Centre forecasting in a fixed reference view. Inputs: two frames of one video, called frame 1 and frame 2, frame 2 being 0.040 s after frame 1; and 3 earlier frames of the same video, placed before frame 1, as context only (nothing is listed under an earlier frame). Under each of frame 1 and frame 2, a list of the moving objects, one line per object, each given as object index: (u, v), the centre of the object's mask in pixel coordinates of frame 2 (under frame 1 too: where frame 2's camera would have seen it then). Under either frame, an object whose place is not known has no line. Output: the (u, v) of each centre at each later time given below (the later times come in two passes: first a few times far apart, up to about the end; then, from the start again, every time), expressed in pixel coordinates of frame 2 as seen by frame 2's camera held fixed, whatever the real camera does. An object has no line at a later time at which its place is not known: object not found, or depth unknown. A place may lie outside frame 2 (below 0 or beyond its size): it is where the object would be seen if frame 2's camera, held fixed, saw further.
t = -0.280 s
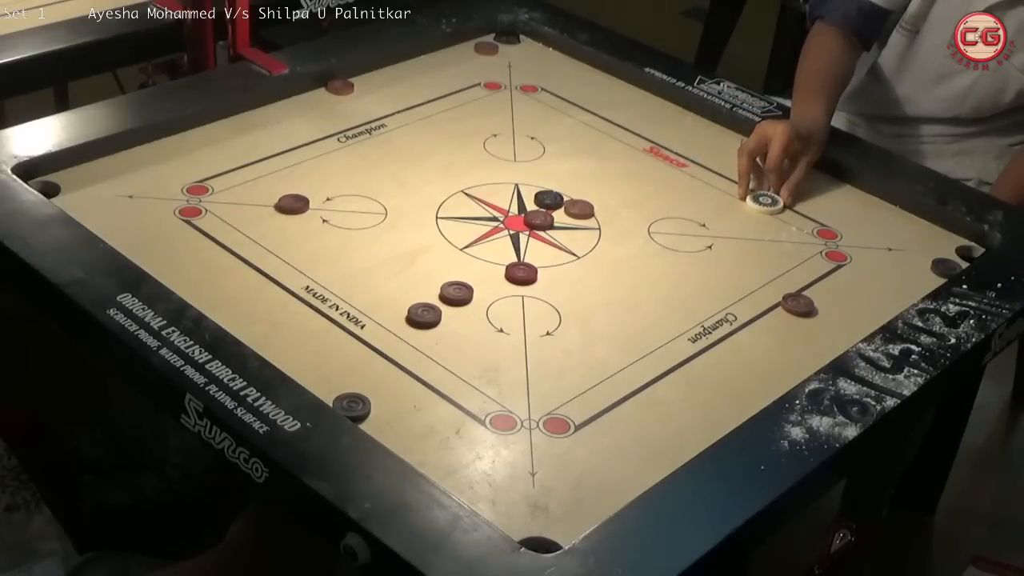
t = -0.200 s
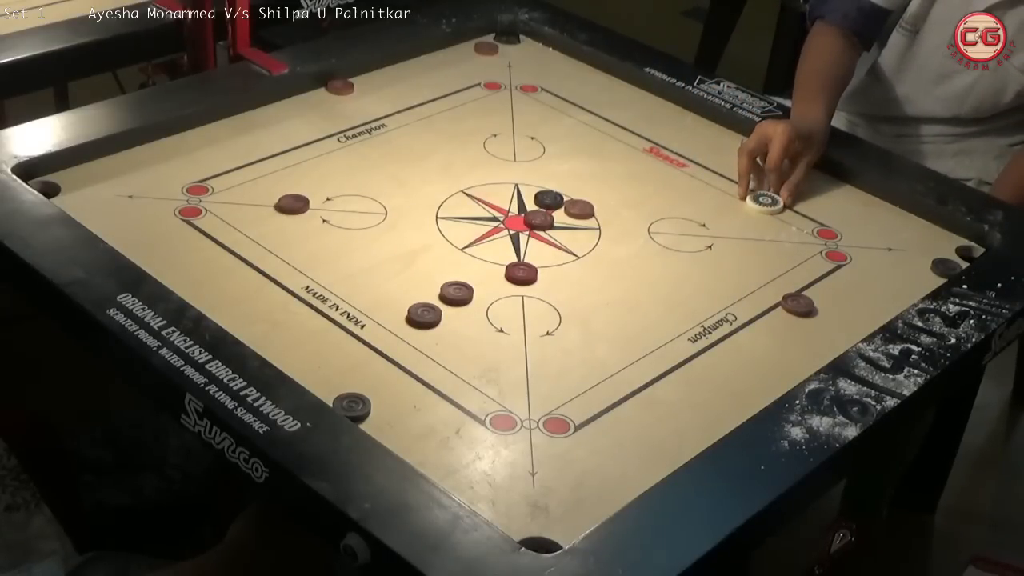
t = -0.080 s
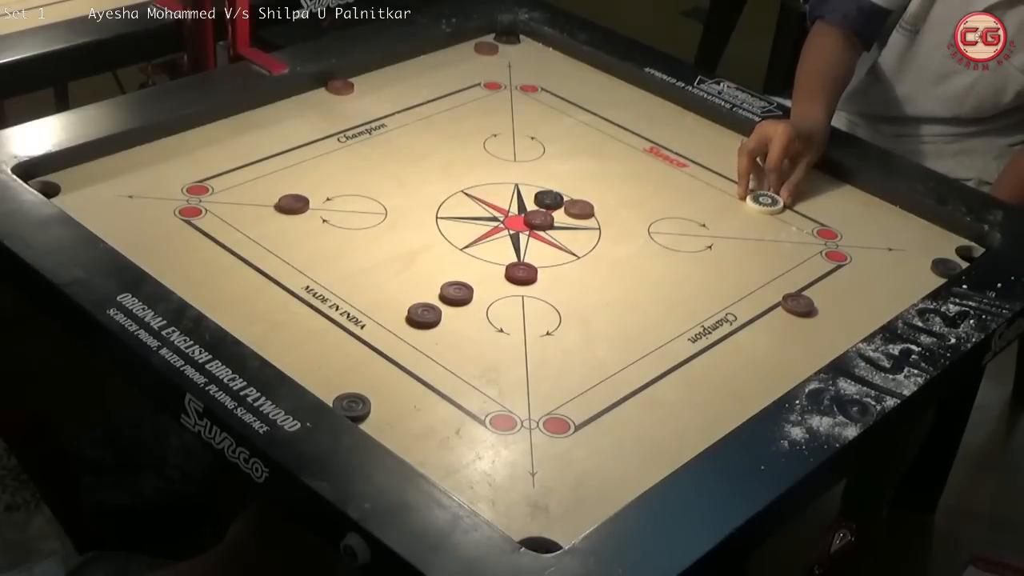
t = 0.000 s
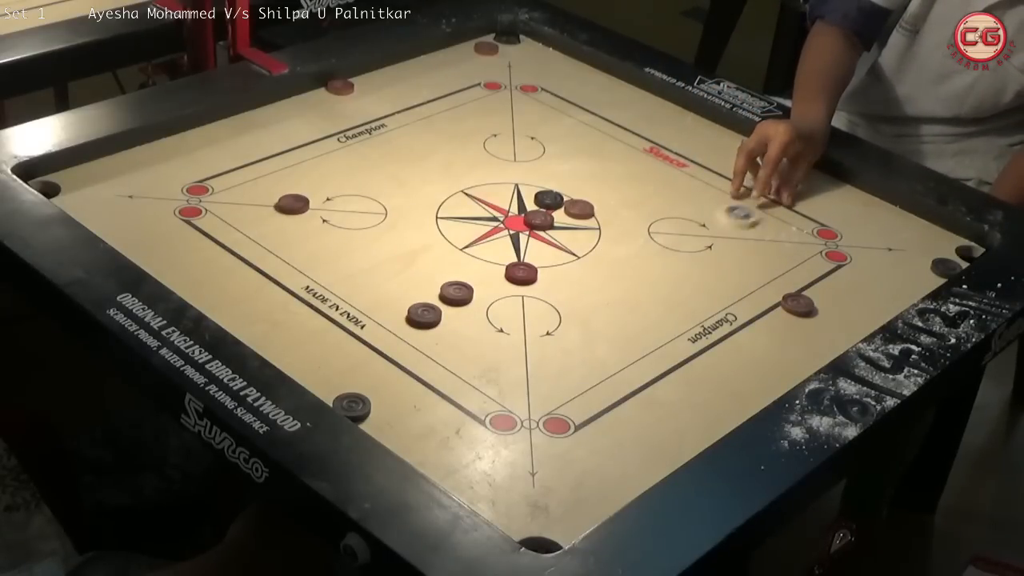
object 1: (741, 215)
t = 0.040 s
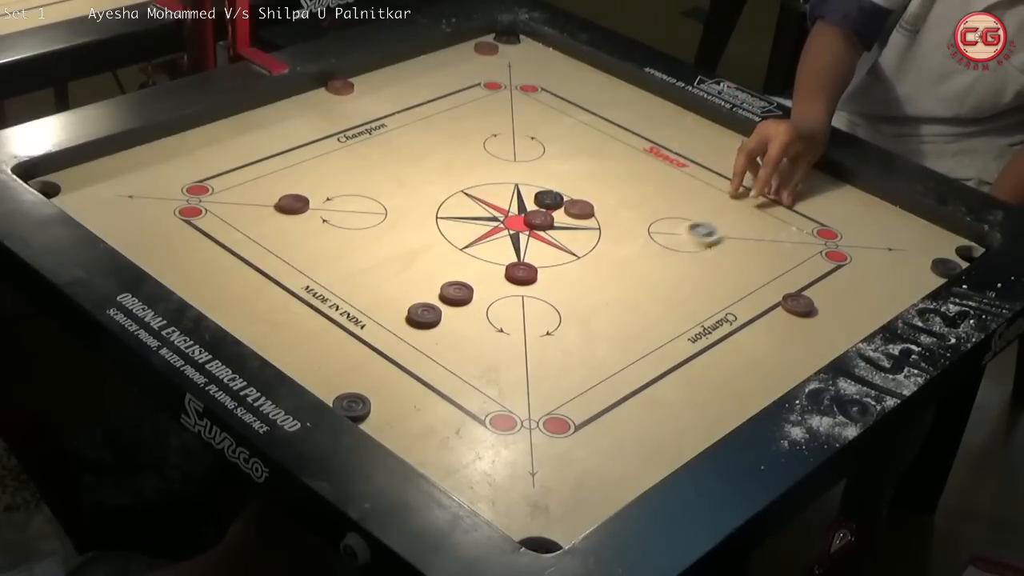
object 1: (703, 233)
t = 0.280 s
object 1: (461, 349)
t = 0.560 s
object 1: (396, 346)
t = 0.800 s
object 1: (405, 331)
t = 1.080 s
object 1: (407, 331)
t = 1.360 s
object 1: (407, 331)
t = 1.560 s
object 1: (407, 331)
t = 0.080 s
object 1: (666, 251)
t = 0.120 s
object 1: (626, 270)
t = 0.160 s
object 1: (586, 289)
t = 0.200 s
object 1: (544, 309)
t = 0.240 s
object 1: (504, 328)
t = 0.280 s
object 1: (461, 349)
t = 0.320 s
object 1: (418, 370)
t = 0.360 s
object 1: (377, 390)
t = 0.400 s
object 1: (376, 383)
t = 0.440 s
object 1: (382, 372)
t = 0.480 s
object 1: (387, 362)
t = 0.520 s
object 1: (391, 353)
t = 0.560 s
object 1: (396, 346)
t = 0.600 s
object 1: (399, 340)
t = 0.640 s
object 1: (402, 335)
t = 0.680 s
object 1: (404, 333)
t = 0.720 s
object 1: (404, 332)
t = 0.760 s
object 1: (405, 331)
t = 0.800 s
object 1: (405, 331)
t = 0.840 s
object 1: (406, 331)
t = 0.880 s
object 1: (406, 331)
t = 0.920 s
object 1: (406, 331)
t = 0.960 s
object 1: (407, 331)
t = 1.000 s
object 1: (407, 331)
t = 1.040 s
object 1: (407, 331)
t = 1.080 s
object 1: (407, 331)
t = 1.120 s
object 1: (407, 331)
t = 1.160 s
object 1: (406, 331)
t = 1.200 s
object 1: (407, 331)
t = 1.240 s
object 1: (407, 331)
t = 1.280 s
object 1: (407, 331)
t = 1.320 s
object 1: (406, 330)
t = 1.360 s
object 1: (407, 331)
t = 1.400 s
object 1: (407, 331)
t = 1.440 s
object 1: (407, 331)
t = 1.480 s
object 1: (407, 331)
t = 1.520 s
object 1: (406, 331)
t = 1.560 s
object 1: (407, 331)
